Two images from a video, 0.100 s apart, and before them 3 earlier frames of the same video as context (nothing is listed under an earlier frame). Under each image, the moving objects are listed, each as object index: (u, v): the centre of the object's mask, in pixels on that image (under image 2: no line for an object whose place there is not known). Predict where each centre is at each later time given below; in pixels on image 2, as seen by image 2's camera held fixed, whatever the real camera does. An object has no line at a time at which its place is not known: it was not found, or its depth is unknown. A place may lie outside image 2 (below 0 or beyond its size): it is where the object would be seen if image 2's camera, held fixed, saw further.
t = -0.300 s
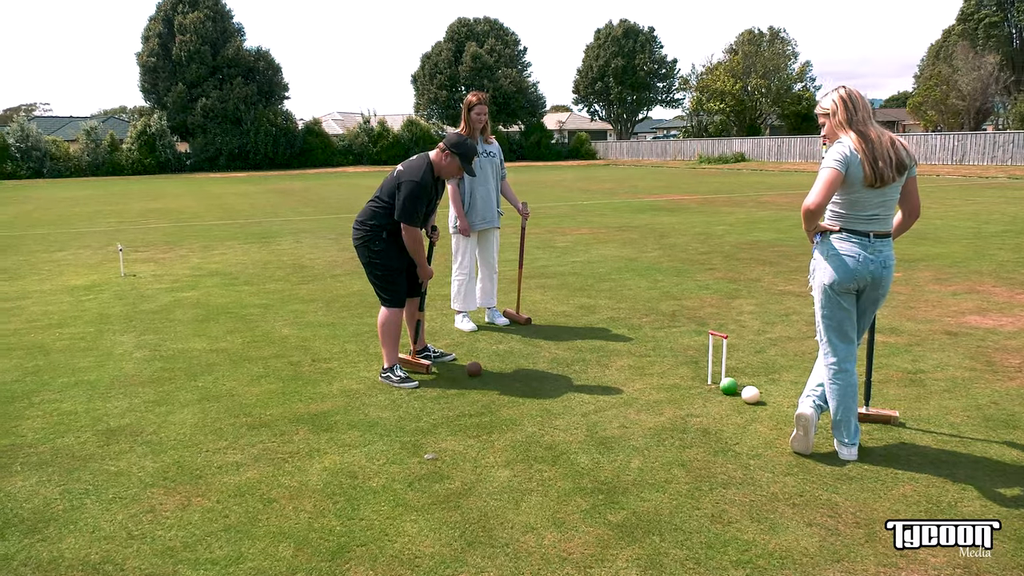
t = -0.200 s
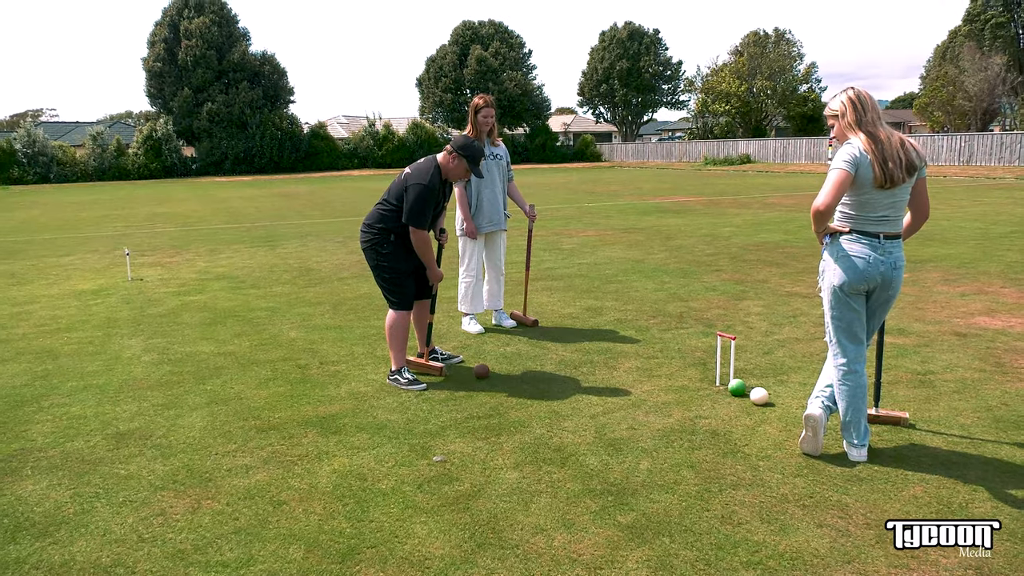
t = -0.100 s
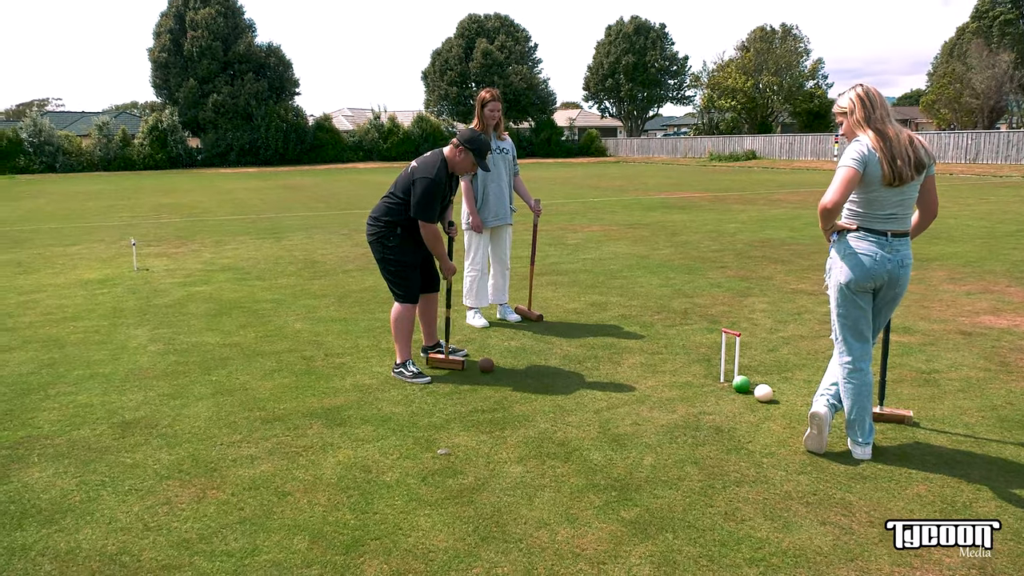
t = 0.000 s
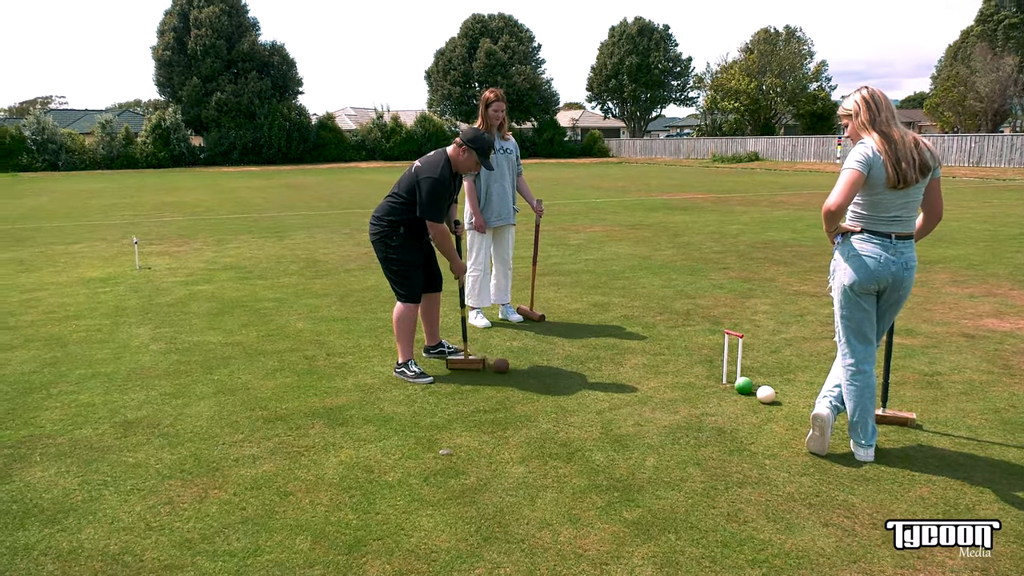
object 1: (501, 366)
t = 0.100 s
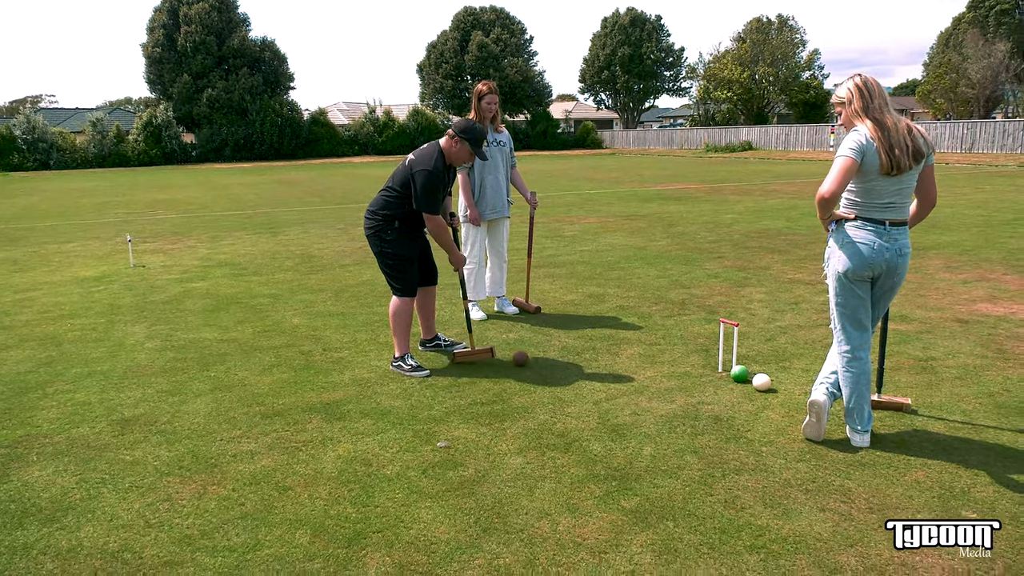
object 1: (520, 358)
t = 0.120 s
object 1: (524, 359)
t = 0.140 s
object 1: (528, 359)
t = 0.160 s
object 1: (531, 358)
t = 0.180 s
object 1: (535, 358)
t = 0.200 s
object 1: (539, 359)
